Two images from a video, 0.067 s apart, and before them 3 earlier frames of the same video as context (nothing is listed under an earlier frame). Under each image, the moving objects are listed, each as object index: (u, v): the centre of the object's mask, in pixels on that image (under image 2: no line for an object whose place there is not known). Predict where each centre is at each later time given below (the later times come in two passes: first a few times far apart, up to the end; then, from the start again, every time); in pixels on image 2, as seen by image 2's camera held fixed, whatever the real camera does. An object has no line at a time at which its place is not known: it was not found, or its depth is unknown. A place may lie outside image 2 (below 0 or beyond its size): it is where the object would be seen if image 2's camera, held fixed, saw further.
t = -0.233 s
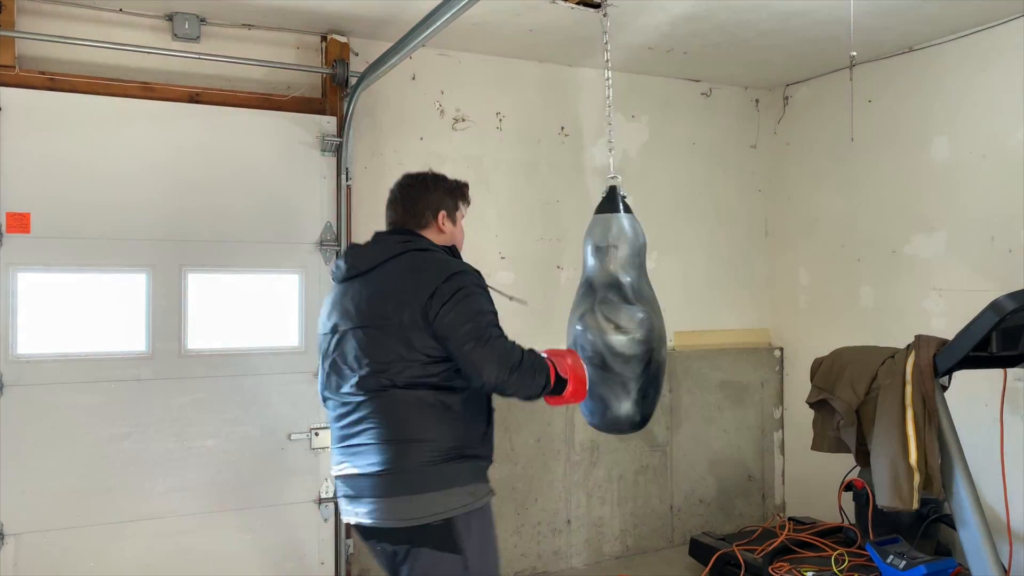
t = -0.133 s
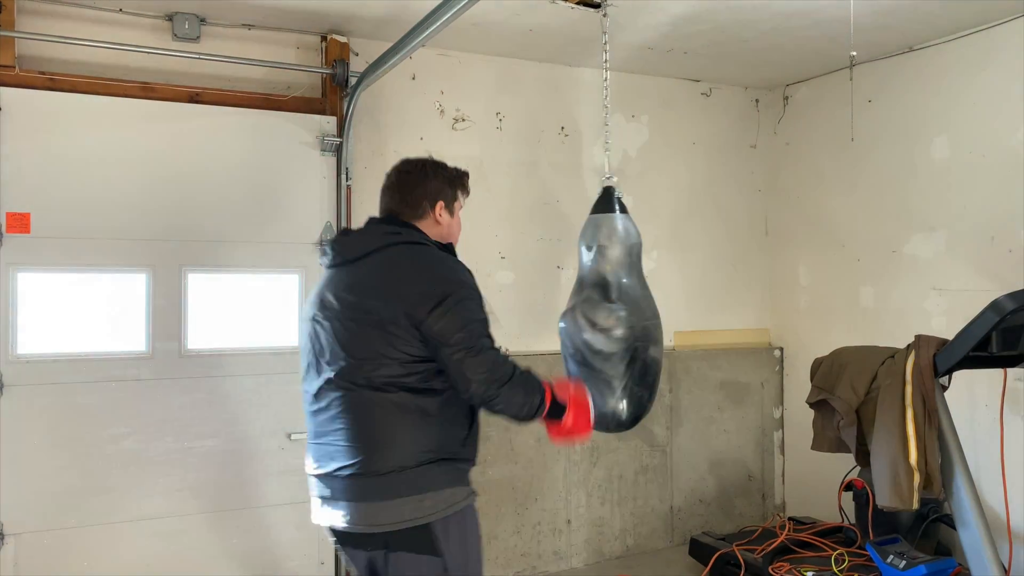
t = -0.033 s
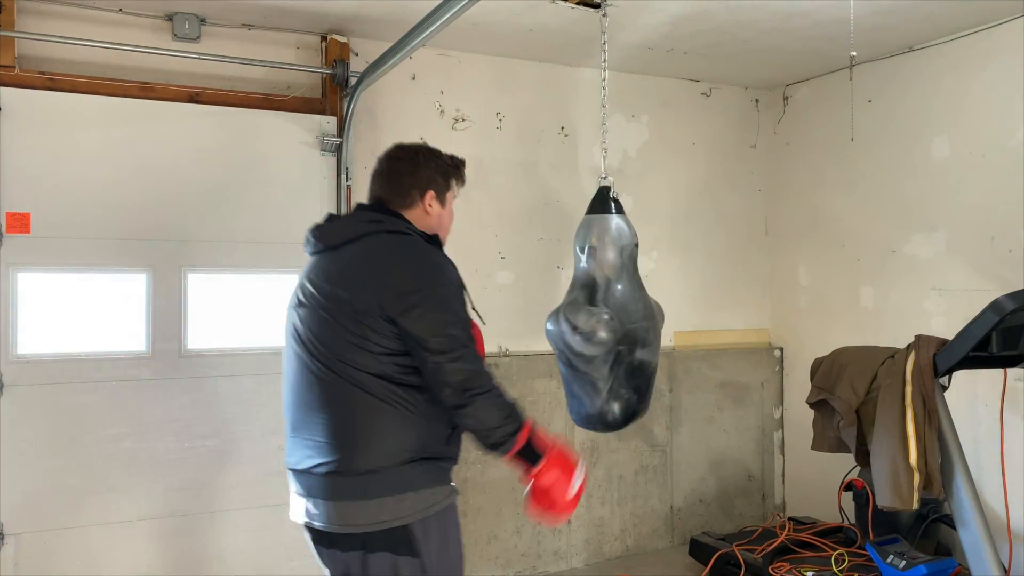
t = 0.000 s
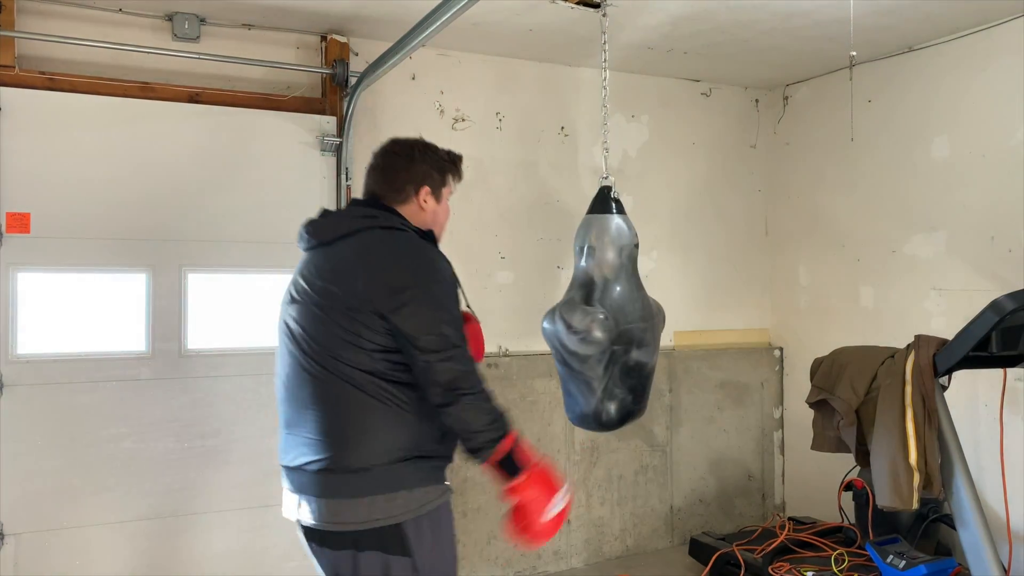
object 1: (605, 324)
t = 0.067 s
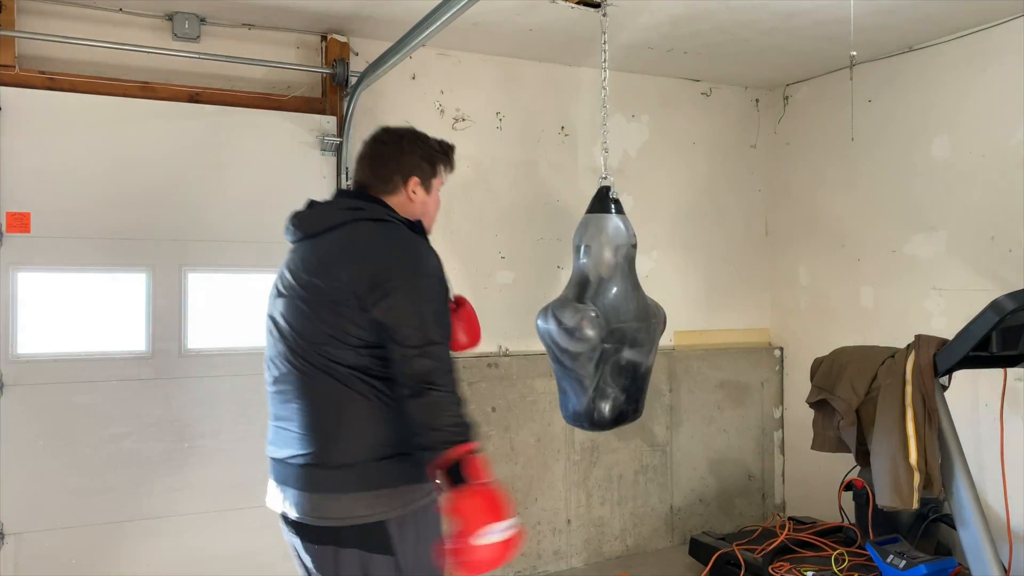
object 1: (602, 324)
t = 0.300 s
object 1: (593, 325)
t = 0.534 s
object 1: (587, 325)
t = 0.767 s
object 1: (588, 325)
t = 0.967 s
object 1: (594, 326)
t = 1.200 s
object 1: (604, 326)
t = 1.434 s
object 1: (614, 325)
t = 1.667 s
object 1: (620, 325)
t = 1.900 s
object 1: (619, 324)
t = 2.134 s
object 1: (613, 323)
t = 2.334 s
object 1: (605, 323)
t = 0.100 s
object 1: (601, 325)
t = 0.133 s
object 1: (599, 324)
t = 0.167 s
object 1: (598, 325)
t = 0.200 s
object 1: (596, 324)
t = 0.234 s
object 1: (596, 325)
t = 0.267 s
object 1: (594, 325)
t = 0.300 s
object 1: (593, 325)
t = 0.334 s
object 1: (592, 325)
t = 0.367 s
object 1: (591, 325)
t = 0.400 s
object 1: (590, 325)
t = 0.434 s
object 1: (588, 325)
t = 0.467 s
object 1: (588, 325)
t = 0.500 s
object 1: (588, 325)
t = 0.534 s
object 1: (587, 325)
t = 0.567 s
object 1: (587, 325)
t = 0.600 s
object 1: (586, 325)
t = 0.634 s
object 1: (586, 325)
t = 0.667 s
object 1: (587, 325)
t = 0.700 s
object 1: (587, 325)
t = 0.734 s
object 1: (587, 325)
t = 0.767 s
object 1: (588, 325)
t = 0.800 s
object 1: (589, 326)
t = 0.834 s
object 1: (589, 326)
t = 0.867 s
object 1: (590, 325)
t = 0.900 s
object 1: (591, 325)
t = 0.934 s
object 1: (593, 325)
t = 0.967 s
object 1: (594, 326)
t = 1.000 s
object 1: (595, 325)
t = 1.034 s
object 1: (596, 326)
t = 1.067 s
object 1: (598, 325)
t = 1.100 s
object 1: (599, 325)
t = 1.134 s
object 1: (601, 325)
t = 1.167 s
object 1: (603, 326)
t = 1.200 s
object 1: (604, 326)
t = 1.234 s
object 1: (606, 326)
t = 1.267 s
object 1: (607, 326)
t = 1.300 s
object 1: (609, 326)
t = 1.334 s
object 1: (610, 326)
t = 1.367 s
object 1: (611, 326)
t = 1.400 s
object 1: (613, 326)
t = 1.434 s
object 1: (614, 325)
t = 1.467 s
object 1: (615, 325)
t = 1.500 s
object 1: (616, 325)
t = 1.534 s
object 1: (617, 325)
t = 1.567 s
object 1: (618, 325)
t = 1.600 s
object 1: (619, 325)
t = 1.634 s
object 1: (619, 325)
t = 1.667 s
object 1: (620, 325)
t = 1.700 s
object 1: (620, 325)
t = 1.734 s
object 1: (620, 325)
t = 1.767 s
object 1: (620, 325)
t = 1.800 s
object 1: (620, 324)
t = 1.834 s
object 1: (620, 324)
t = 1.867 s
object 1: (619, 324)
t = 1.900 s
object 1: (619, 324)
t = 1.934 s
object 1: (618, 324)
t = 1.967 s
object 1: (618, 324)
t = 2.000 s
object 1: (617, 324)
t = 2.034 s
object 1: (616, 324)
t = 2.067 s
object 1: (615, 324)
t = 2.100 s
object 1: (614, 323)
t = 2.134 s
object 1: (613, 323)
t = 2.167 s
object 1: (612, 324)
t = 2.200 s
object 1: (611, 324)
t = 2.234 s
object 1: (609, 323)
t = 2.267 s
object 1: (608, 323)
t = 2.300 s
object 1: (606, 324)
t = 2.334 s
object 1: (605, 323)
